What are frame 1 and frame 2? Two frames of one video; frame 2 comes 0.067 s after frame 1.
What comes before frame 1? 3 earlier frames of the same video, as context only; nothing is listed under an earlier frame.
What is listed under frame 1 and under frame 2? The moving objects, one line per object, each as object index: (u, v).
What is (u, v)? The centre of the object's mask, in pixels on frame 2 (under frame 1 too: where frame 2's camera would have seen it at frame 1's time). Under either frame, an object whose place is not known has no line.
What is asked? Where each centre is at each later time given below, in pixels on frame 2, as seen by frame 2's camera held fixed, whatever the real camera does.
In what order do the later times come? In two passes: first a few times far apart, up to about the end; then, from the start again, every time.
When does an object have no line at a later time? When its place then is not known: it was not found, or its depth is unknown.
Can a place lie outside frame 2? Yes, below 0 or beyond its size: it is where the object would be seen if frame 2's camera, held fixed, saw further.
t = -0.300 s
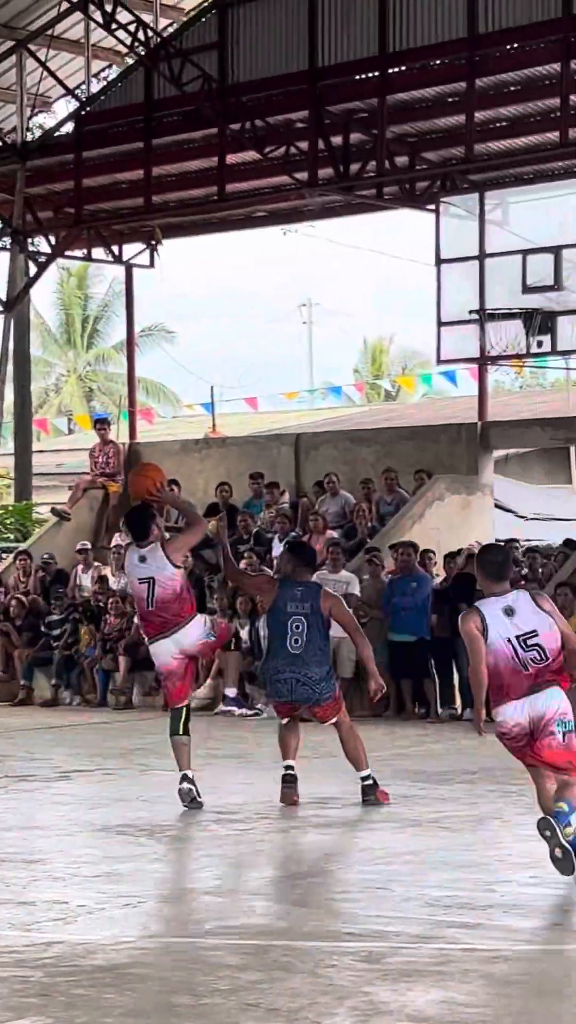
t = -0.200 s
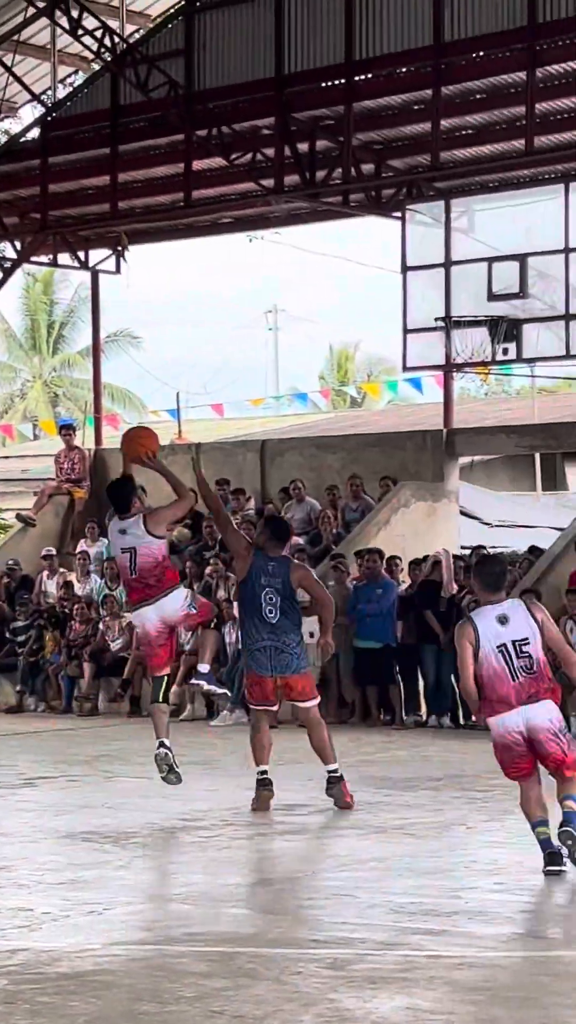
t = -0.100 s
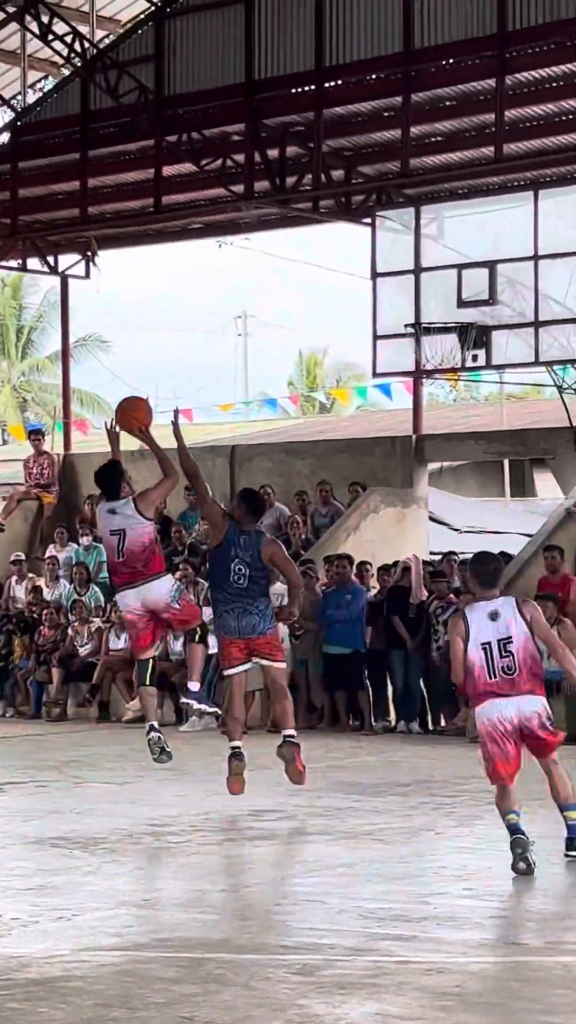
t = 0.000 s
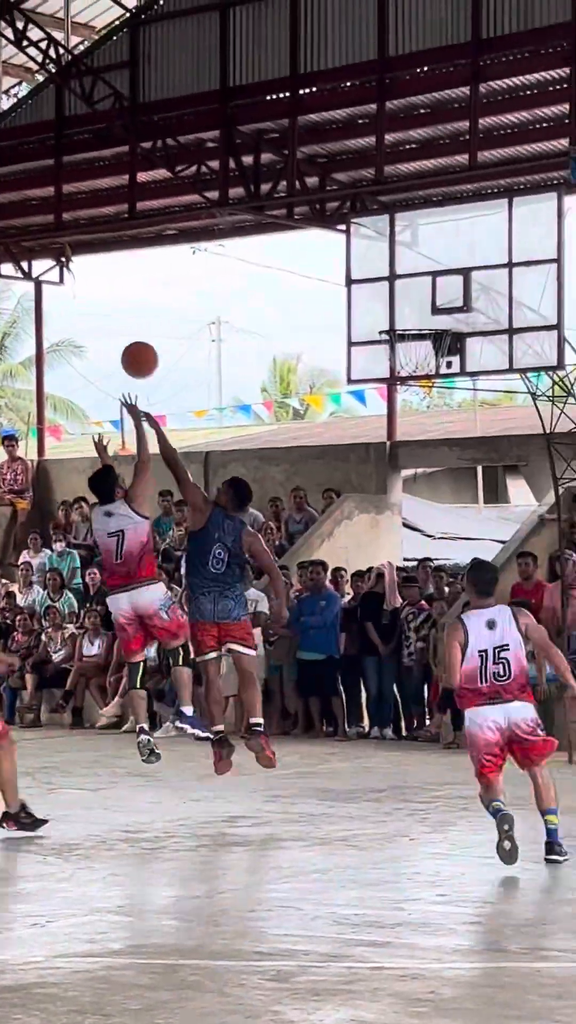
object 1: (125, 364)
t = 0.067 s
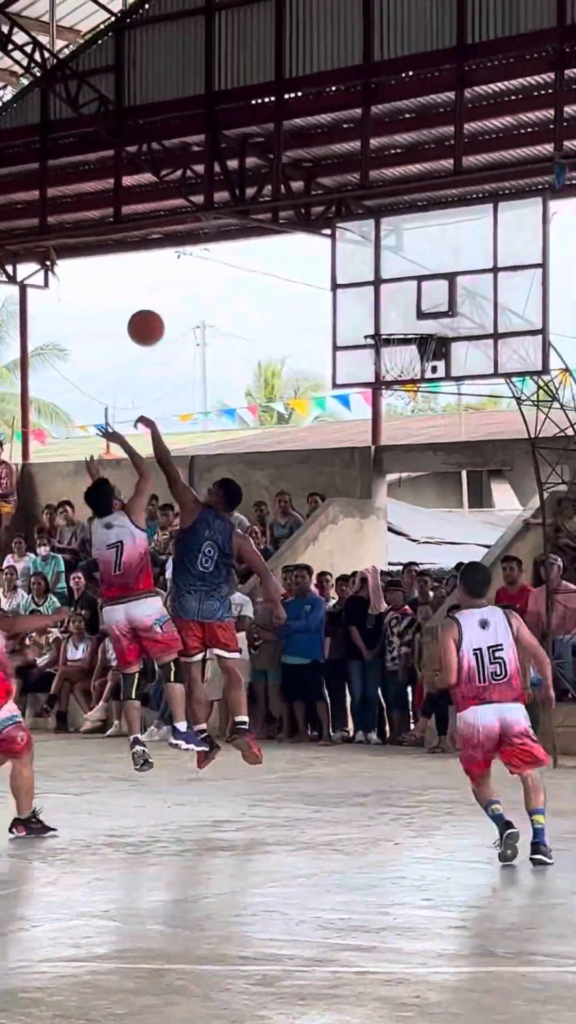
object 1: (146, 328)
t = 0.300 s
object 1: (217, 263)
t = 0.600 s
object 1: (301, 302)
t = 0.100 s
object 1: (156, 313)
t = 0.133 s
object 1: (167, 300)
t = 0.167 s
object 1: (177, 289)
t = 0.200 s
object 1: (187, 280)
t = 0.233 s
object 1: (197, 272)
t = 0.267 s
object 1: (207, 267)
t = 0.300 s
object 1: (217, 263)
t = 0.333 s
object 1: (227, 261)
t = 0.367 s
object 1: (236, 260)
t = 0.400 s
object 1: (246, 261)
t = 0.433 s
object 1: (255, 264)
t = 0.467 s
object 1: (265, 269)
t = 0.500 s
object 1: (274, 275)
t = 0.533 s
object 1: (283, 282)
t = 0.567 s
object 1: (292, 292)
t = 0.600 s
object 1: (301, 302)
